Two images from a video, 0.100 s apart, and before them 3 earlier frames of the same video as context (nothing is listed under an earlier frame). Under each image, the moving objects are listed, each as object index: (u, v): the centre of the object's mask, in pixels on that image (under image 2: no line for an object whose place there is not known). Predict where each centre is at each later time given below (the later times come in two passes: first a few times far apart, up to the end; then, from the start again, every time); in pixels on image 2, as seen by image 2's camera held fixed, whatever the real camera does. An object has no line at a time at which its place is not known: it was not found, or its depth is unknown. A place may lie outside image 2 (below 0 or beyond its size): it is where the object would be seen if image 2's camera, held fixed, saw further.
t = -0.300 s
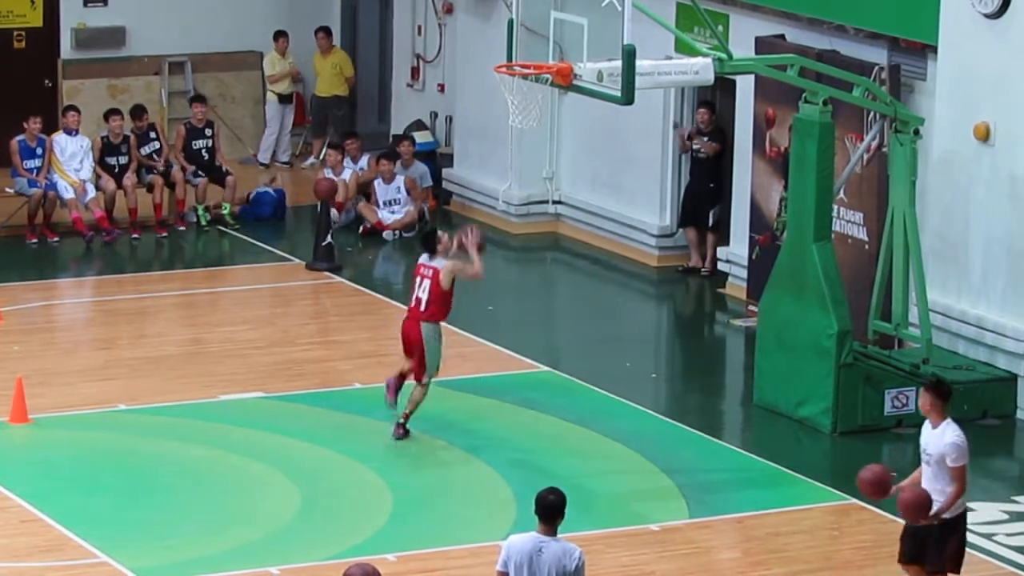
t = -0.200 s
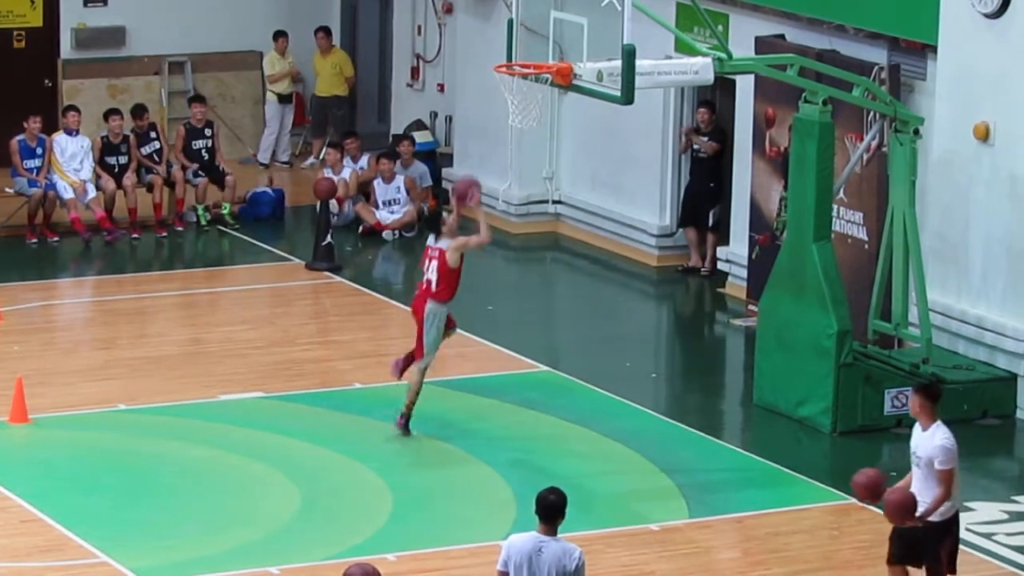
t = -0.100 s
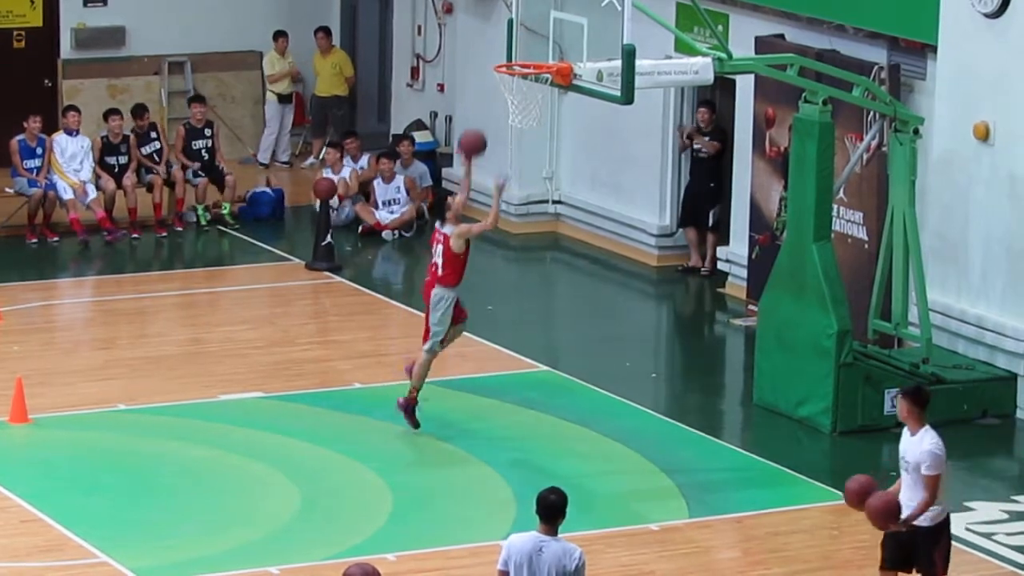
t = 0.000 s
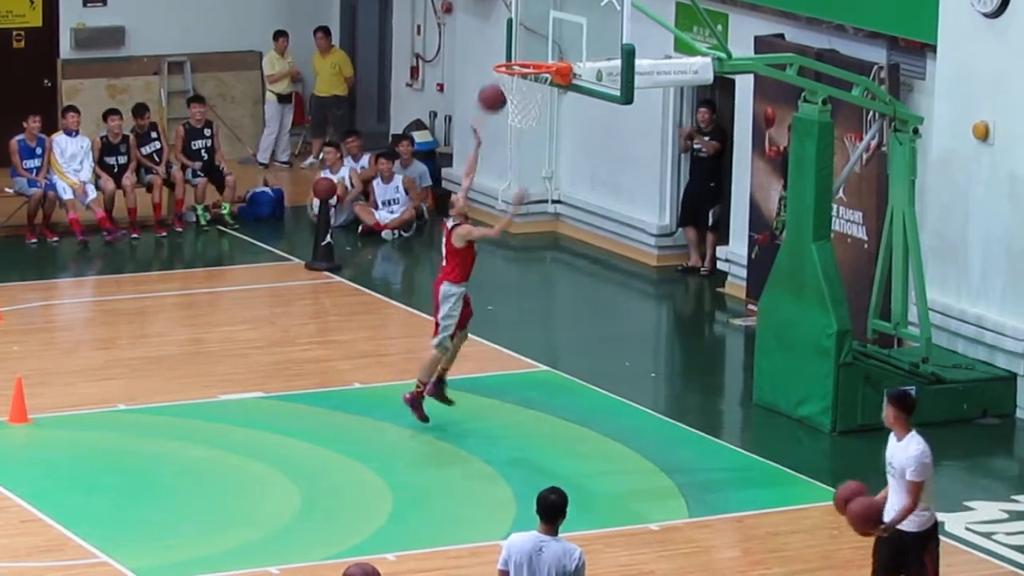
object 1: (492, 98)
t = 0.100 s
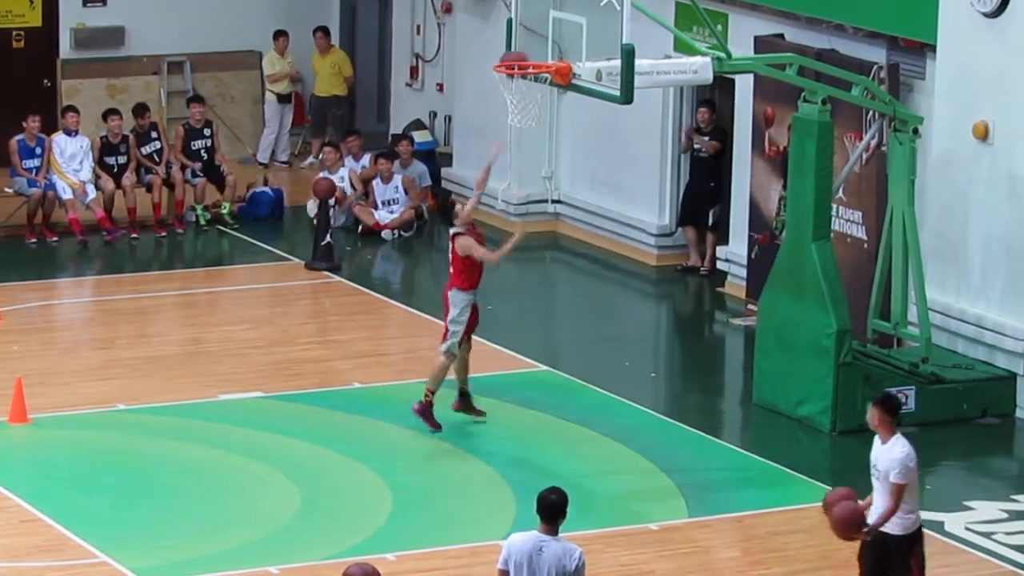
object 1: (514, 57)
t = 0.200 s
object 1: (535, 43)
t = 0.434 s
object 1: (533, 55)
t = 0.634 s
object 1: (523, 113)
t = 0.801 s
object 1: (512, 171)
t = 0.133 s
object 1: (523, 52)
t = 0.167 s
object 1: (528, 48)
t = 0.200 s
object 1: (535, 43)
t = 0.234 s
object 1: (541, 39)
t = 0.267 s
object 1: (540, 39)
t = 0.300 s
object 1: (539, 39)
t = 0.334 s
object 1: (537, 41)
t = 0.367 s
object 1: (536, 44)
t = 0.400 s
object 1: (535, 48)
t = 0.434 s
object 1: (533, 55)
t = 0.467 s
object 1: (531, 60)
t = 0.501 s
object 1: (531, 72)
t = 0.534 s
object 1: (528, 84)
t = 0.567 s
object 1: (526, 92)
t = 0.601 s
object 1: (525, 104)
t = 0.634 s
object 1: (523, 113)
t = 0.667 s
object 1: (521, 122)
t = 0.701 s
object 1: (519, 131)
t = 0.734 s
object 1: (516, 143)
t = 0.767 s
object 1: (514, 157)
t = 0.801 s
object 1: (512, 171)
